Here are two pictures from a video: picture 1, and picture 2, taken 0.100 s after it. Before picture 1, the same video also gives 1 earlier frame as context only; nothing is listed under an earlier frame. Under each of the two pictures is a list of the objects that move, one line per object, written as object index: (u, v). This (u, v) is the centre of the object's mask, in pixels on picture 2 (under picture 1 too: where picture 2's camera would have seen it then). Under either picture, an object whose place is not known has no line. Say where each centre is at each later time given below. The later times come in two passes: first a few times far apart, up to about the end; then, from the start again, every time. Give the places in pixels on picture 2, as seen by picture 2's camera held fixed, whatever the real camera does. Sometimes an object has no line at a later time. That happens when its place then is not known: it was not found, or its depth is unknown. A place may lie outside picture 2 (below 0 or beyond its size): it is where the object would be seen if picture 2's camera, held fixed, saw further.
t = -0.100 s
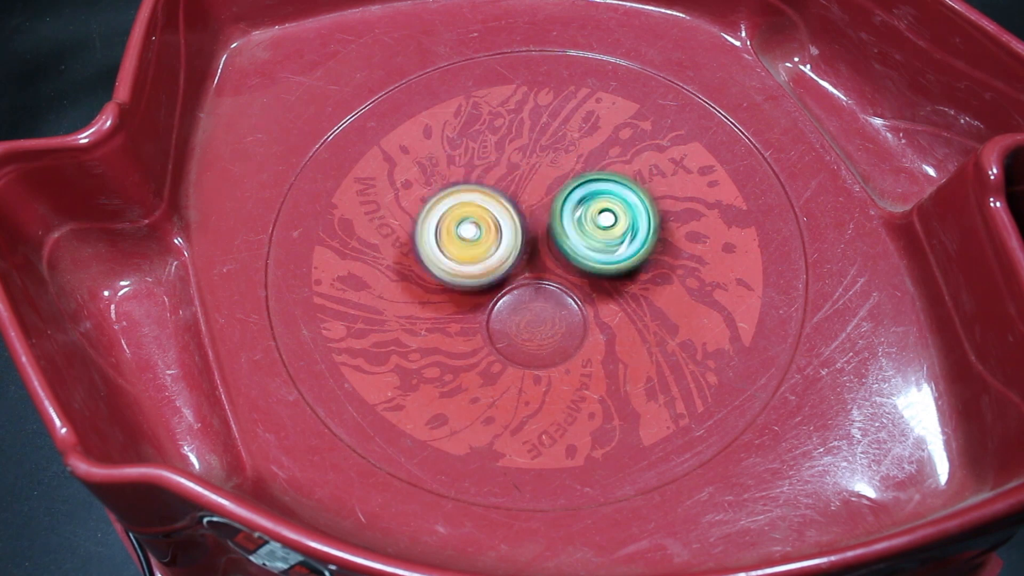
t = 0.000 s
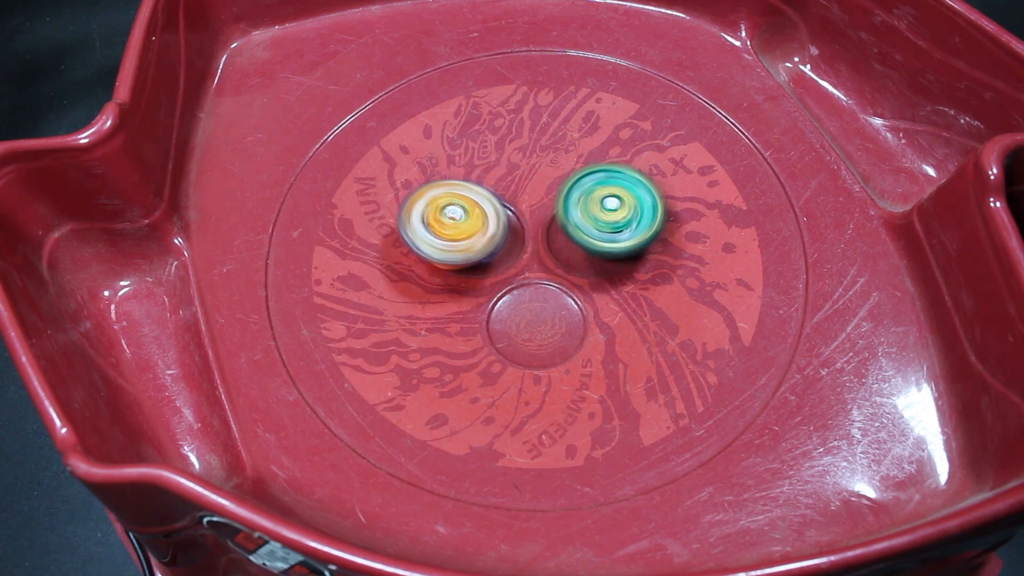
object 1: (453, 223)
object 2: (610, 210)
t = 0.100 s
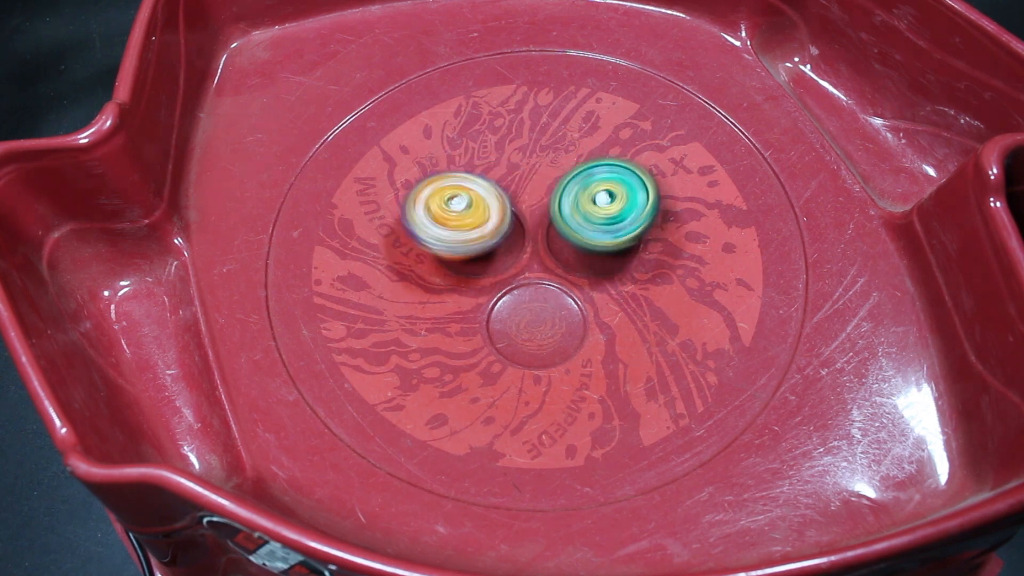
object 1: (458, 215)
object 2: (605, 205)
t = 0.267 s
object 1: (472, 204)
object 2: (607, 209)
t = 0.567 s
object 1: (475, 212)
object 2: (595, 221)
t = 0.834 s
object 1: (470, 231)
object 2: (615, 218)
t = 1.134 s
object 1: (468, 211)
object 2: (582, 224)
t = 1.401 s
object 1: (474, 222)
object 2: (616, 239)
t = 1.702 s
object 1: (489, 195)
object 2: (613, 206)
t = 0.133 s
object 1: (462, 211)
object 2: (606, 203)
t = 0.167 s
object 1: (466, 208)
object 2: (606, 203)
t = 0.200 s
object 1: (474, 206)
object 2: (601, 206)
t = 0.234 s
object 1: (482, 204)
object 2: (596, 207)
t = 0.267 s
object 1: (472, 204)
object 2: (607, 209)
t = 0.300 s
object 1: (468, 208)
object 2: (613, 217)
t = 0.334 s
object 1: (470, 207)
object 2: (610, 222)
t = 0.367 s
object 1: (471, 202)
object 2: (607, 220)
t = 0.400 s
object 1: (467, 199)
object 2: (612, 216)
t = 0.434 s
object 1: (463, 201)
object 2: (616, 216)
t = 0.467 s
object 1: (466, 207)
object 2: (614, 219)
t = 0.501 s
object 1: (475, 210)
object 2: (605, 220)
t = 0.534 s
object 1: (476, 210)
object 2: (599, 221)
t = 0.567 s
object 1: (475, 212)
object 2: (595, 221)
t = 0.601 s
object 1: (479, 218)
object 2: (593, 221)
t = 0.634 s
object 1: (487, 224)
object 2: (591, 220)
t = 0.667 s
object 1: (488, 226)
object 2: (595, 223)
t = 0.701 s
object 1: (483, 229)
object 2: (600, 223)
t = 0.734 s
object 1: (475, 231)
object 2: (610, 224)
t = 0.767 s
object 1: (469, 235)
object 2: (616, 225)
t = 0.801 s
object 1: (469, 236)
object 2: (618, 222)
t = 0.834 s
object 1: (470, 231)
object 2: (615, 218)
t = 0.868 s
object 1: (467, 227)
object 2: (609, 215)
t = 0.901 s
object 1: (461, 224)
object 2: (604, 214)
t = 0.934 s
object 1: (461, 221)
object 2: (601, 214)
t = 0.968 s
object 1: (465, 220)
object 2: (597, 215)
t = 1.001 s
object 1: (470, 217)
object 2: (590, 216)
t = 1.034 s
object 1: (473, 210)
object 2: (582, 216)
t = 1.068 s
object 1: (471, 208)
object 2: (584, 219)
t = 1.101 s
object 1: (467, 208)
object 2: (583, 223)
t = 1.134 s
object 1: (468, 211)
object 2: (582, 224)
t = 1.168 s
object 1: (464, 211)
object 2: (588, 224)
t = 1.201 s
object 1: (458, 213)
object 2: (600, 227)
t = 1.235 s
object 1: (456, 215)
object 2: (609, 234)
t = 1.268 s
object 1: (460, 216)
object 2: (611, 239)
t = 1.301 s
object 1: (465, 216)
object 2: (610, 239)
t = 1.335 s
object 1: (467, 218)
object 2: (611, 237)
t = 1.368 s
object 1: (469, 220)
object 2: (615, 238)
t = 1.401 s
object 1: (474, 222)
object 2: (616, 239)
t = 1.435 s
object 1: (481, 224)
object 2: (615, 236)
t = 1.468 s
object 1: (487, 223)
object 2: (616, 233)
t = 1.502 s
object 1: (492, 220)
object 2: (614, 227)
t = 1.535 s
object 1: (494, 217)
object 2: (613, 219)
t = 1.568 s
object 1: (495, 215)
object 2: (614, 211)
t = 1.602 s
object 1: (488, 213)
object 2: (617, 206)
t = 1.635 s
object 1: (486, 210)
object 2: (620, 202)
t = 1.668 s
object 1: (487, 203)
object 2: (620, 201)
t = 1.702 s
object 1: (489, 195)
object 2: (613, 206)
